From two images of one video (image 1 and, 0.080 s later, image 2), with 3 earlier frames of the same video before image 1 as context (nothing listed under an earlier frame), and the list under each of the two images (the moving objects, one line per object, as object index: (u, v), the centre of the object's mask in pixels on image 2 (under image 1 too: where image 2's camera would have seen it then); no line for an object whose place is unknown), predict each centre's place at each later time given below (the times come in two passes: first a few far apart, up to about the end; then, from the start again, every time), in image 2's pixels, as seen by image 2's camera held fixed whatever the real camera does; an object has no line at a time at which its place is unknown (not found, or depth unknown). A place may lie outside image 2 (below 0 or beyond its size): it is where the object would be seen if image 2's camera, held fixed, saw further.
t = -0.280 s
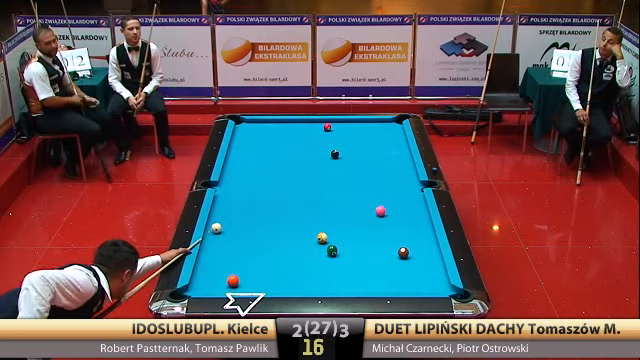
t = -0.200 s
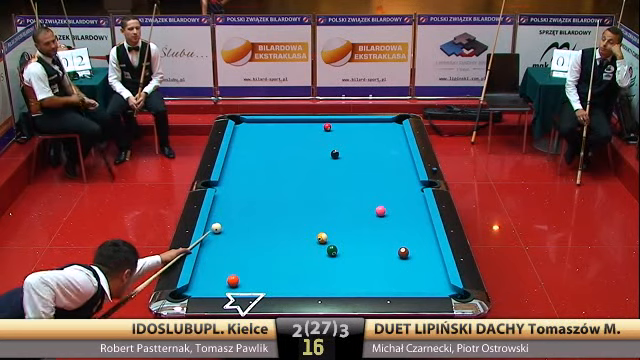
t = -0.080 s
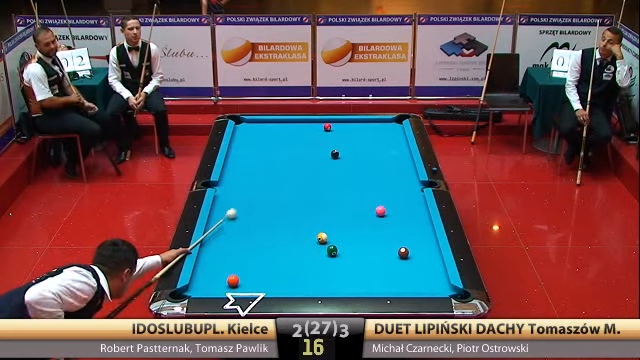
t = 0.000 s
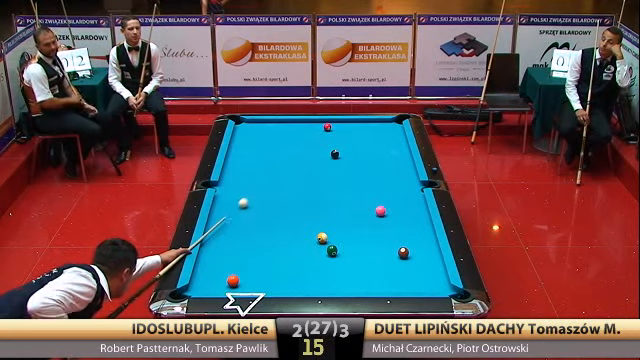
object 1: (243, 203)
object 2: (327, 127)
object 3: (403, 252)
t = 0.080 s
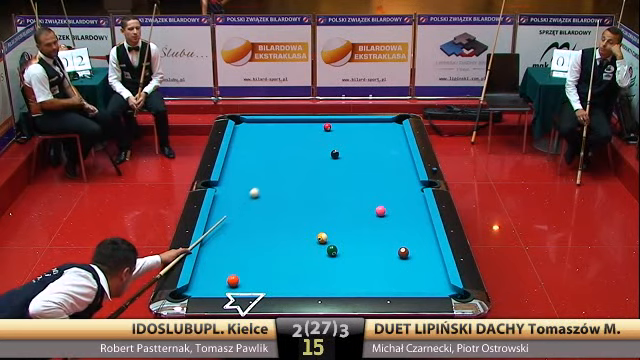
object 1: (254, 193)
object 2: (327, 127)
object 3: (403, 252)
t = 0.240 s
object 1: (275, 174)
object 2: (327, 127)
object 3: (403, 252)
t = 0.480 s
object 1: (301, 149)
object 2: (327, 127)
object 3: (403, 252)
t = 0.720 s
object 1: (323, 129)
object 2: (328, 126)
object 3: (403, 252)
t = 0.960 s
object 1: (320, 125)
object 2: (343, 125)
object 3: (403, 252)
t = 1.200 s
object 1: (319, 121)
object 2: (353, 133)
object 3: (403, 252)
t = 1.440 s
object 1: (318, 123)
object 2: (362, 141)
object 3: (403, 252)
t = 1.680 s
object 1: (318, 127)
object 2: (372, 150)
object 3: (403, 252)
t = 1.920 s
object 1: (317, 129)
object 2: (382, 158)
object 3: (403, 252)
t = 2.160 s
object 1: (316, 132)
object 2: (391, 167)
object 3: (403, 252)
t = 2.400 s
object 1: (316, 134)
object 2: (401, 176)
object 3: (403, 252)
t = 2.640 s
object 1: (315, 135)
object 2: (411, 184)
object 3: (403, 252)
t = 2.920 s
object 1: (314, 137)
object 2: (418, 194)
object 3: (403, 252)
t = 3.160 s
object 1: (313, 139)
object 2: (417, 202)
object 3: (403, 252)
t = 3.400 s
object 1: (313, 140)
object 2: (417, 210)
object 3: (403, 252)
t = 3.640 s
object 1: (313, 141)
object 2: (416, 217)
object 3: (403, 252)
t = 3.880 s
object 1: (312, 142)
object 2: (415, 224)
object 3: (403, 252)
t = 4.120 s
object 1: (312, 142)
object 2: (414, 231)
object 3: (403, 252)
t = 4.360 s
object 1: (312, 142)
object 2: (413, 238)
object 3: (403, 252)
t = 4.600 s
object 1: (312, 142)
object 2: (412, 245)
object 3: (403, 252)
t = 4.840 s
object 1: (312, 142)
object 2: (412, 250)
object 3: (402, 253)
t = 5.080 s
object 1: (312, 142)
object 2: (416, 253)
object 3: (398, 255)
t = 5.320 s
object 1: (312, 142)
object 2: (419, 256)
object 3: (395, 256)
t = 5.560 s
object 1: (312, 142)
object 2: (422, 259)
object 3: (392, 257)
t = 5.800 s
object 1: (312, 142)
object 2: (425, 260)
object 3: (390, 259)
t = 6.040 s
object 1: (312, 142)
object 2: (427, 262)
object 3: (389, 259)
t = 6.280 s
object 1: (312, 142)
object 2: (428, 262)
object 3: (388, 259)
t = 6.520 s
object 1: (312, 142)
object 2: (429, 263)
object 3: (388, 259)
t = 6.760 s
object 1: (312, 142)
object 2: (429, 263)
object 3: (388, 259)
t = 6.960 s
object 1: (312, 142)
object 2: (429, 263)
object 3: (388, 259)
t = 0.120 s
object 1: (260, 188)
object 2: (327, 127)
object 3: (403, 252)
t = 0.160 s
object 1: (265, 183)
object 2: (327, 127)
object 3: (403, 252)
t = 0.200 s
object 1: (270, 178)
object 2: (327, 127)
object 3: (403, 252)
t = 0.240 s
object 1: (275, 174)
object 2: (327, 127)
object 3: (403, 252)
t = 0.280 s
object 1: (279, 169)
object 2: (327, 127)
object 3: (403, 252)
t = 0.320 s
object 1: (284, 165)
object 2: (327, 127)
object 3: (403, 252)
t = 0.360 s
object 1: (289, 161)
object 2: (327, 127)
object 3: (403, 252)
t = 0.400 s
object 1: (293, 157)
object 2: (327, 127)
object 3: (403, 252)
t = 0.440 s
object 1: (297, 153)
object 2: (327, 127)
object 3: (403, 252)
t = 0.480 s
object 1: (301, 149)
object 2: (327, 127)
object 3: (403, 252)
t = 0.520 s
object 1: (305, 145)
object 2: (327, 127)
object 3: (403, 252)
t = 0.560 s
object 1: (309, 142)
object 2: (327, 127)
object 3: (403, 252)
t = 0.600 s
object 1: (313, 138)
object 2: (327, 127)
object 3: (403, 252)
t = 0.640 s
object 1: (316, 135)
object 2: (327, 127)
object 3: (403, 252)
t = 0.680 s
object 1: (320, 132)
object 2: (327, 127)
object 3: (403, 252)
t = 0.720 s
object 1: (323, 129)
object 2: (328, 126)
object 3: (403, 252)
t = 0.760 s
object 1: (322, 129)
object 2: (332, 123)
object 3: (403, 252)
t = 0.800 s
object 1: (322, 128)
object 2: (336, 121)
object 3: (403, 252)
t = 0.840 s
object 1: (321, 128)
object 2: (339, 121)
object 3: (403, 252)
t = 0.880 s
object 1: (321, 127)
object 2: (340, 123)
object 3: (403, 252)
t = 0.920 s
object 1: (320, 126)
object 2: (342, 124)
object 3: (403, 252)
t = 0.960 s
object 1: (320, 125)
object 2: (343, 125)
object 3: (403, 252)
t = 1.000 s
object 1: (320, 124)
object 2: (345, 127)
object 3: (403, 252)
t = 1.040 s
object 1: (320, 123)
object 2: (346, 128)
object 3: (403, 252)
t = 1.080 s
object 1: (320, 122)
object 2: (348, 130)
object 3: (403, 252)
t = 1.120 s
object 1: (319, 122)
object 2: (349, 131)
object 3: (403, 252)
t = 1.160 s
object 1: (319, 121)
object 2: (351, 132)
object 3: (403, 252)
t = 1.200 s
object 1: (319, 121)
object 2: (353, 133)
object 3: (403, 252)
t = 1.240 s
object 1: (319, 121)
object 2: (354, 134)
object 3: (403, 252)
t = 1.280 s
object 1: (319, 122)
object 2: (356, 136)
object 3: (403, 252)
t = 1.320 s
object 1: (319, 122)
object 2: (357, 138)
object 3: (403, 252)
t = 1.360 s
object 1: (319, 122)
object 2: (359, 139)
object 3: (403, 252)
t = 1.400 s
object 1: (319, 123)
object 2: (360, 140)
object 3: (403, 252)
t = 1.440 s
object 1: (318, 123)
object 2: (362, 141)
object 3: (403, 252)
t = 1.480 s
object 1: (318, 124)
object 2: (364, 143)
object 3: (403, 252)
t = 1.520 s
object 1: (318, 124)
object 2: (365, 144)
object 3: (403, 252)
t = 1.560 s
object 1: (318, 125)
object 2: (367, 146)
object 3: (403, 252)
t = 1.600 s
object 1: (318, 125)
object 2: (369, 147)
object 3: (403, 252)
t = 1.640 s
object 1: (318, 126)
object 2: (370, 148)
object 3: (403, 252)
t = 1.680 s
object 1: (318, 127)
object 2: (372, 150)
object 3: (403, 252)
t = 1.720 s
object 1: (318, 127)
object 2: (373, 151)
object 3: (403, 252)
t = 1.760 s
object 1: (318, 127)
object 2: (375, 152)
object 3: (403, 252)
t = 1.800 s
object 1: (317, 128)
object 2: (377, 154)
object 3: (403, 252)
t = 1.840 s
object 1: (317, 128)
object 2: (378, 156)
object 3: (403, 252)
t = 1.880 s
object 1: (317, 129)
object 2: (380, 157)
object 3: (403, 252)
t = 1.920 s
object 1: (317, 129)
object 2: (382, 158)
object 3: (403, 252)
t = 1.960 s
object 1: (317, 129)
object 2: (383, 160)
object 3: (403, 252)
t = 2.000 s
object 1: (317, 130)
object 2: (385, 161)
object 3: (403, 252)
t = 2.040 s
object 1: (317, 130)
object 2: (387, 163)
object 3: (403, 252)
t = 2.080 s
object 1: (317, 131)
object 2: (388, 164)
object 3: (403, 252)
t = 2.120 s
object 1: (317, 131)
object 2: (390, 165)
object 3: (403, 252)
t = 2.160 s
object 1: (316, 132)
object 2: (391, 167)
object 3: (403, 252)
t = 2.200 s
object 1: (316, 132)
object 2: (393, 168)
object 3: (403, 252)
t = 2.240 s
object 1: (316, 132)
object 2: (395, 170)
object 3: (403, 252)
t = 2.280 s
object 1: (316, 133)
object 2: (396, 171)
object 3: (403, 252)
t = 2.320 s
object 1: (316, 133)
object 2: (398, 173)
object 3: (403, 252)
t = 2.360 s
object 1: (316, 133)
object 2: (400, 174)
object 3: (403, 252)
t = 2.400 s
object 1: (316, 134)
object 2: (401, 176)
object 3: (403, 252)
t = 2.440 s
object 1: (316, 134)
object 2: (403, 177)
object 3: (403, 252)
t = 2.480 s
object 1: (316, 134)
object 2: (405, 179)
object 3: (403, 252)
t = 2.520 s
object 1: (316, 135)
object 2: (406, 180)
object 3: (403, 252)
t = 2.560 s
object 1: (315, 135)
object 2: (408, 181)
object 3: (403, 252)
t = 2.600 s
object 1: (315, 135)
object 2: (410, 183)
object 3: (403, 252)
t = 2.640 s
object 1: (315, 135)
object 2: (411, 184)
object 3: (403, 252)
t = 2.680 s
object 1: (315, 136)
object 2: (413, 186)
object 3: (403, 252)
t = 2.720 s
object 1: (315, 136)
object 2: (415, 188)
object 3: (403, 252)
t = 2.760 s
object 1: (315, 137)
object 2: (417, 189)
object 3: (403, 252)
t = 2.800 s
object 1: (314, 137)
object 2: (418, 190)
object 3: (403, 252)
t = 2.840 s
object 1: (314, 137)
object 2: (418, 192)
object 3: (403, 252)
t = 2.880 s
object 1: (314, 137)
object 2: (419, 193)
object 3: (403, 252)
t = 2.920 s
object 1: (314, 137)
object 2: (418, 194)
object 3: (403, 252)
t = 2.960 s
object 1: (314, 138)
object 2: (418, 195)
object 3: (403, 252)
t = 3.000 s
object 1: (314, 138)
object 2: (418, 197)
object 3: (403, 252)
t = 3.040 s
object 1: (314, 138)
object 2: (418, 198)
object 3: (403, 252)
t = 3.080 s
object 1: (314, 139)
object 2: (418, 199)
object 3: (403, 252)
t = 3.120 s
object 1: (314, 139)
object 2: (417, 200)
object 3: (403, 252)
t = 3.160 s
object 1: (313, 139)
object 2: (417, 202)
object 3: (403, 252)
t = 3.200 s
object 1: (313, 139)
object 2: (418, 203)
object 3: (403, 252)
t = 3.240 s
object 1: (313, 140)
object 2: (417, 204)
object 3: (403, 252)
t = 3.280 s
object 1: (313, 140)
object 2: (417, 206)
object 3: (403, 252)
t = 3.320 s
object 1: (313, 140)
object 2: (417, 207)
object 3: (403, 252)
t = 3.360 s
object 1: (313, 140)
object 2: (417, 208)
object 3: (403, 252)
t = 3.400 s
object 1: (313, 140)
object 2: (417, 210)
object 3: (403, 252)
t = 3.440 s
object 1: (313, 140)
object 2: (416, 211)
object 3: (403, 252)
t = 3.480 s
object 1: (313, 141)
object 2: (416, 212)
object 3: (403, 252)
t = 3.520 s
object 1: (313, 141)
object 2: (416, 213)
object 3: (403, 252)
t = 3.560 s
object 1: (313, 141)
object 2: (416, 214)
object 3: (403, 252)
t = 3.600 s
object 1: (313, 141)
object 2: (416, 216)
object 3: (403, 252)
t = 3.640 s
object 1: (313, 141)
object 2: (416, 217)
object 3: (403, 252)
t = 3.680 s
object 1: (313, 141)
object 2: (416, 218)
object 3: (403, 252)
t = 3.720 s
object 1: (313, 141)
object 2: (415, 219)
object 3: (403, 252)
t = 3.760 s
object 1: (313, 141)
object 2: (415, 221)
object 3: (403, 252)
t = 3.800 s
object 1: (313, 141)
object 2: (415, 222)
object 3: (403, 252)
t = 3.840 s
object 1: (312, 142)
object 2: (415, 223)
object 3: (403, 252)
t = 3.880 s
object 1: (312, 142)
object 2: (415, 224)
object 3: (403, 252)
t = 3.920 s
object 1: (312, 142)
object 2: (415, 225)
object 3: (403, 252)
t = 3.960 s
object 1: (312, 142)
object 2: (415, 226)
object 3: (403, 252)
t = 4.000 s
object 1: (312, 142)
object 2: (414, 228)
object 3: (403, 252)
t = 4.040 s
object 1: (312, 142)
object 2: (414, 229)
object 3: (403, 252)
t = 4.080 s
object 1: (312, 142)
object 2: (414, 230)
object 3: (403, 252)
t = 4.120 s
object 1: (312, 142)
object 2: (414, 231)
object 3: (403, 252)
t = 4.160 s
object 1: (312, 142)
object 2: (414, 232)
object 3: (403, 252)
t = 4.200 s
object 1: (312, 142)
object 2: (414, 233)
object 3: (403, 252)
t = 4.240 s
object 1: (312, 142)
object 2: (413, 235)
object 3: (403, 252)
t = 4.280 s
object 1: (312, 142)
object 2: (413, 236)
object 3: (403, 252)
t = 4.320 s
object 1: (312, 142)
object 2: (413, 237)
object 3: (403, 252)
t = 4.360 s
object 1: (312, 142)
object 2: (413, 238)
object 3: (403, 252)
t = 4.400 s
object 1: (312, 142)
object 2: (413, 239)
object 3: (403, 252)
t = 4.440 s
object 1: (312, 142)
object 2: (413, 240)
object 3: (403, 252)
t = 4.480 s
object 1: (312, 142)
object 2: (413, 241)
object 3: (403, 252)
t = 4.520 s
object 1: (312, 142)
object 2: (412, 242)
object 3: (403, 252)
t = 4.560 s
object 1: (312, 142)
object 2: (412, 244)
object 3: (403, 252)
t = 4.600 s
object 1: (312, 142)
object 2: (412, 245)
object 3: (403, 252)
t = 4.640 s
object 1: (312, 142)
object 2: (412, 245)
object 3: (403, 252)
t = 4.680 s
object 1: (312, 142)
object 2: (412, 247)
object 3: (403, 252)
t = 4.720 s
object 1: (312, 142)
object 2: (412, 247)
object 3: (403, 252)
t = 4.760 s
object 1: (312, 142)
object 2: (411, 249)
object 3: (403, 253)
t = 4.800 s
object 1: (312, 142)
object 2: (411, 249)
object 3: (403, 253)
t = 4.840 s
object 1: (312, 142)
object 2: (412, 250)
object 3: (402, 253)
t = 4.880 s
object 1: (312, 142)
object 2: (412, 251)
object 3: (401, 253)
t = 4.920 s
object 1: (312, 142)
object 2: (413, 251)
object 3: (401, 254)
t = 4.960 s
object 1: (312, 142)
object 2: (414, 252)
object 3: (400, 254)
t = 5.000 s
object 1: (312, 142)
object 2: (415, 252)
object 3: (399, 254)
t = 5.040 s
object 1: (312, 142)
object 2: (415, 253)
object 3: (399, 255)
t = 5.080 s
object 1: (312, 142)
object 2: (416, 253)
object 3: (398, 255)
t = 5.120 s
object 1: (312, 142)
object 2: (417, 254)
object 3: (398, 255)
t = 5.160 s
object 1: (312, 142)
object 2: (417, 254)
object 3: (397, 256)
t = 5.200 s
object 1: (312, 142)
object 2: (417, 255)
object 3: (397, 256)
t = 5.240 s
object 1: (312, 142)
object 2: (418, 255)
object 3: (396, 256)
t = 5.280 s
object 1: (312, 142)
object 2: (419, 256)
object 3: (395, 256)
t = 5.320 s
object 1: (312, 142)
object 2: (419, 256)
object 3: (395, 256)
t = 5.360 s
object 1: (312, 142)
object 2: (420, 256)
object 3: (395, 257)
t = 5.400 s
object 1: (312, 142)
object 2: (420, 257)
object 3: (394, 257)
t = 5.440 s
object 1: (312, 142)
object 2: (421, 257)
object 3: (394, 257)
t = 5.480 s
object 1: (312, 142)
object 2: (422, 258)
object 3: (393, 257)
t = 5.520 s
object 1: (312, 142)
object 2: (422, 258)
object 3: (393, 257)
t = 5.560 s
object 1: (312, 142)
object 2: (422, 259)
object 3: (392, 257)
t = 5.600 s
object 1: (312, 142)
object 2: (423, 259)
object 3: (392, 258)
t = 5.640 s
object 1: (312, 142)
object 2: (423, 259)
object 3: (392, 258)
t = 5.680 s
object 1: (312, 142)
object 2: (424, 260)
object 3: (391, 258)
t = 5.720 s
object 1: (312, 142)
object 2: (424, 260)
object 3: (391, 258)
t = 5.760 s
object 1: (312, 142)
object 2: (425, 260)
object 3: (390, 258)
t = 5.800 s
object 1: (312, 142)
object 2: (425, 260)
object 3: (390, 259)
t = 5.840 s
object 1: (312, 142)
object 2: (426, 261)
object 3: (390, 259)
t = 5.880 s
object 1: (312, 142)
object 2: (426, 261)
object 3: (390, 259)
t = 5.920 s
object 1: (312, 142)
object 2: (426, 261)
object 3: (389, 259)
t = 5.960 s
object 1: (312, 142)
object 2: (426, 261)
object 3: (389, 259)
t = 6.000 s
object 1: (312, 142)
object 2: (427, 261)
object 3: (389, 259)
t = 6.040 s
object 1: (312, 142)
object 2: (427, 262)
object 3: (389, 259)
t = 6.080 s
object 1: (312, 142)
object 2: (427, 262)
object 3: (389, 259)
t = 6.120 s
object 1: (312, 142)
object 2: (428, 262)
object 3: (388, 259)
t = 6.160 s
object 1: (312, 142)
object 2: (428, 262)
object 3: (388, 259)
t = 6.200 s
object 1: (312, 142)
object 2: (428, 262)
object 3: (388, 259)
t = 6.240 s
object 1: (312, 142)
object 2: (428, 262)
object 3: (388, 259)
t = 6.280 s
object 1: (312, 142)
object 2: (428, 262)
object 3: (388, 259)
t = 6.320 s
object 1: (312, 142)
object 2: (428, 262)
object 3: (388, 259)
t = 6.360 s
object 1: (312, 142)
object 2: (428, 262)
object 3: (388, 259)
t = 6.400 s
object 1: (312, 142)
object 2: (429, 262)
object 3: (388, 259)
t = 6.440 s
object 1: (312, 142)
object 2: (429, 262)
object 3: (388, 259)
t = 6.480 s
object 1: (312, 142)
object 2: (429, 263)
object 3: (388, 259)
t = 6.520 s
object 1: (312, 142)
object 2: (429, 263)
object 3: (388, 259)
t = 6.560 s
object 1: (312, 142)
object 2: (429, 263)
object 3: (388, 259)
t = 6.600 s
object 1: (312, 142)
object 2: (429, 263)
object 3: (388, 259)
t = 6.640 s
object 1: (312, 142)
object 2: (429, 263)
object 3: (388, 259)
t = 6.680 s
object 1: (312, 142)
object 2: (429, 263)
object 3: (388, 259)
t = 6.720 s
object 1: (312, 142)
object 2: (429, 263)
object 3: (388, 259)
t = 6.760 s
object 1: (312, 142)
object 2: (429, 263)
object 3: (388, 259)
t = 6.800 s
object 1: (312, 142)
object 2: (429, 263)
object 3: (388, 259)
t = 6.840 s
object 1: (312, 142)
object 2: (429, 263)
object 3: (388, 259)
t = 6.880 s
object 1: (312, 142)
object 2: (429, 263)
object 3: (388, 259)
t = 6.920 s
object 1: (312, 142)
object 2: (429, 263)
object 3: (388, 259)
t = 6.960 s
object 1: (312, 142)
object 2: (429, 263)
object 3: (388, 259)
